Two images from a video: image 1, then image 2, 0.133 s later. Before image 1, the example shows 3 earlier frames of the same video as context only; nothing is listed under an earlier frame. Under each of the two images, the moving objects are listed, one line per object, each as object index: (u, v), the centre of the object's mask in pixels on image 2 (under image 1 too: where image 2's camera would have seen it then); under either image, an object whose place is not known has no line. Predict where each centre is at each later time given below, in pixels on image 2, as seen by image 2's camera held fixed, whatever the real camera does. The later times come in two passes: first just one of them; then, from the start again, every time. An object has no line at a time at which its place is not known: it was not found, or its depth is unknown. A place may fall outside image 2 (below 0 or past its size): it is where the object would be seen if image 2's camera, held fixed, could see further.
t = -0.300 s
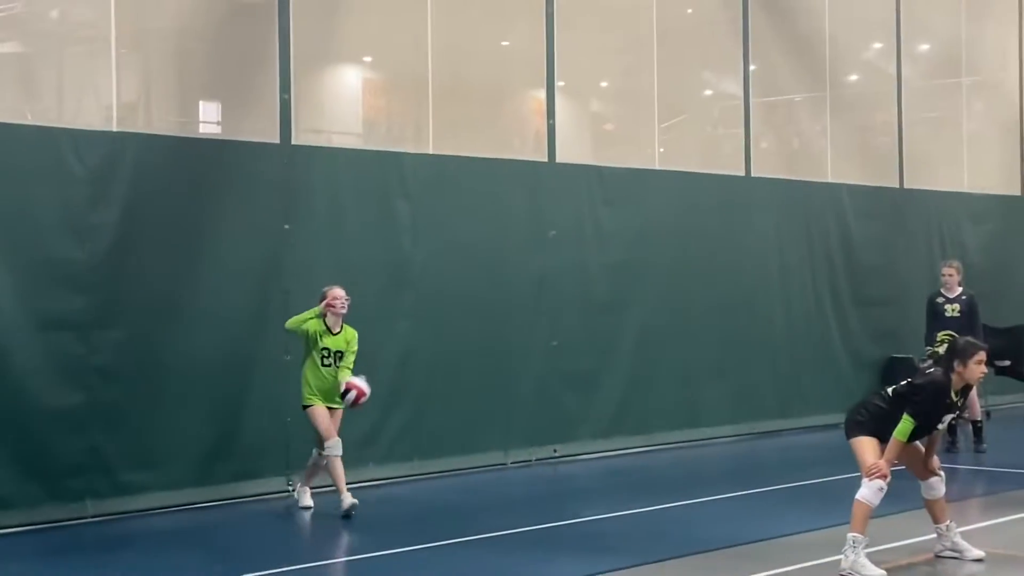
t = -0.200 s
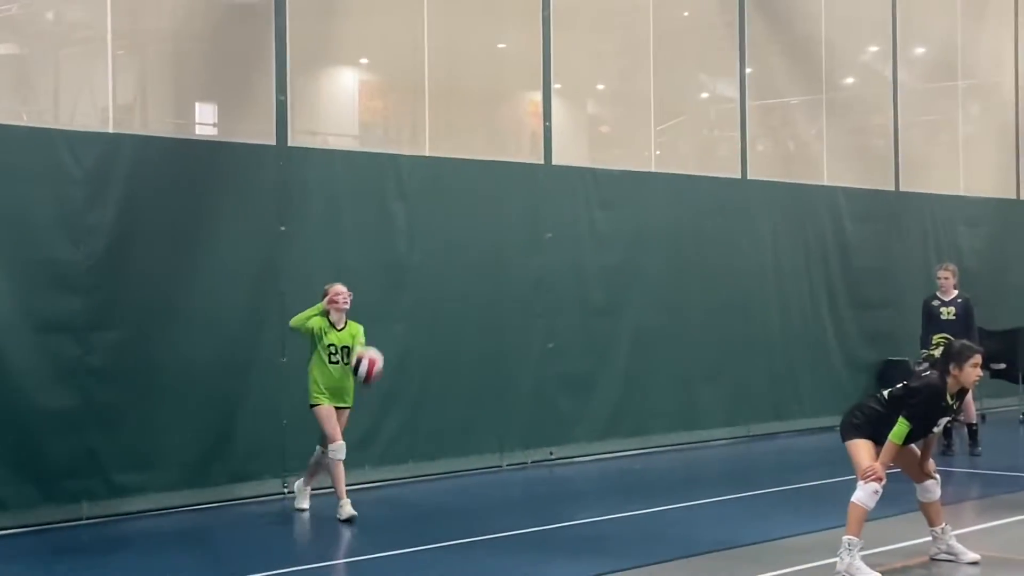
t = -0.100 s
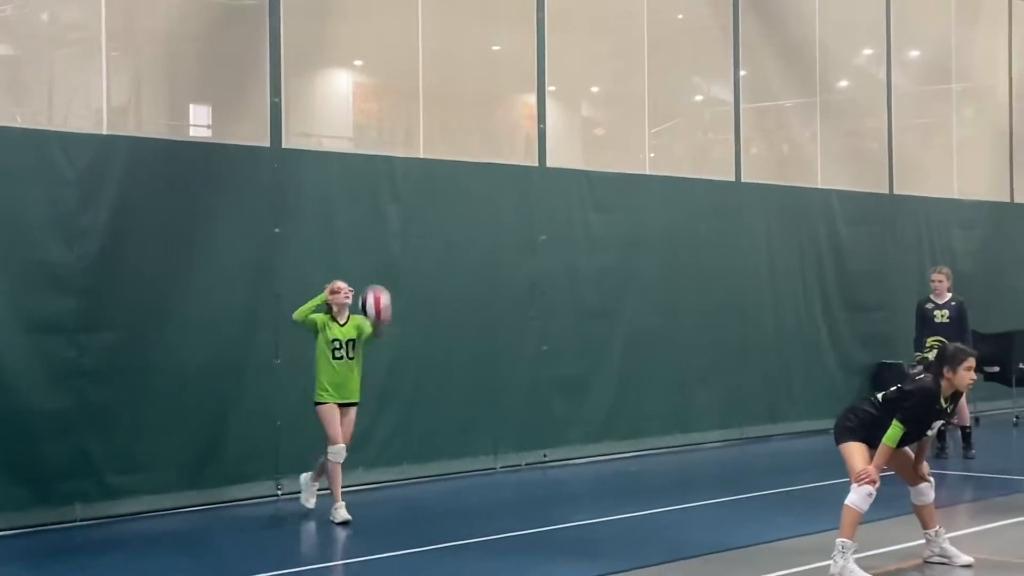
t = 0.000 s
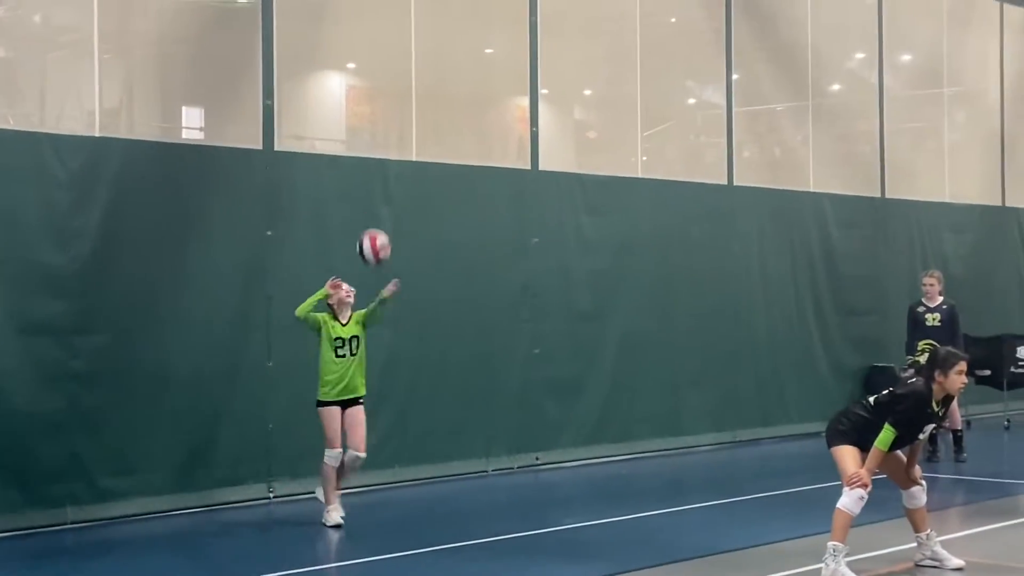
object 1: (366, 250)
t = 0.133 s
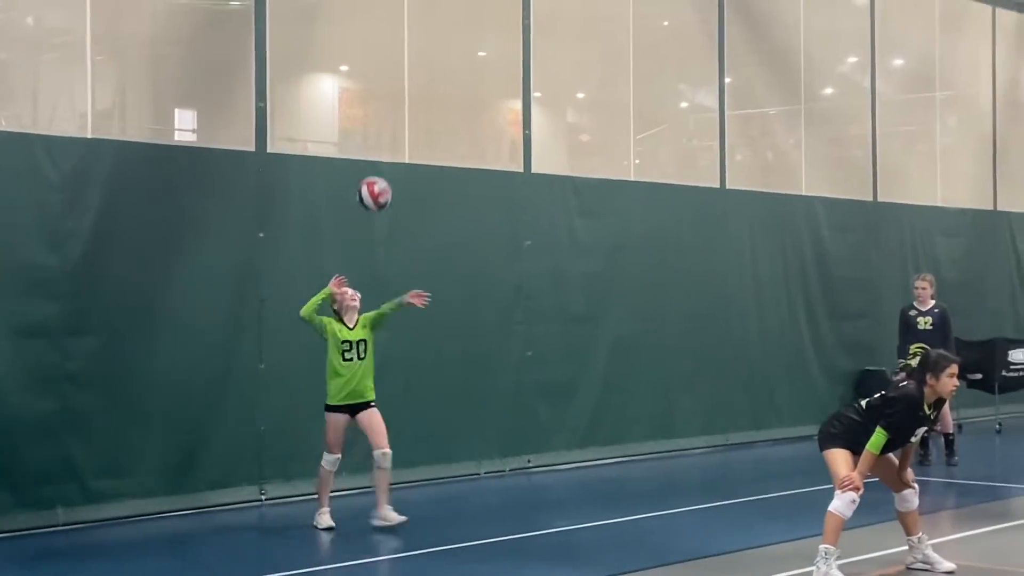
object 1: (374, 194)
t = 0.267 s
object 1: (383, 167)
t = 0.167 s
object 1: (377, 184)
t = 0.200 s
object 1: (379, 177)
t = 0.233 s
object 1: (381, 172)
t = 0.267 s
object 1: (383, 167)
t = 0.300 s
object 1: (385, 164)
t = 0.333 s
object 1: (386, 164)
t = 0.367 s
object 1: (389, 164)
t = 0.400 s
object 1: (392, 167)
